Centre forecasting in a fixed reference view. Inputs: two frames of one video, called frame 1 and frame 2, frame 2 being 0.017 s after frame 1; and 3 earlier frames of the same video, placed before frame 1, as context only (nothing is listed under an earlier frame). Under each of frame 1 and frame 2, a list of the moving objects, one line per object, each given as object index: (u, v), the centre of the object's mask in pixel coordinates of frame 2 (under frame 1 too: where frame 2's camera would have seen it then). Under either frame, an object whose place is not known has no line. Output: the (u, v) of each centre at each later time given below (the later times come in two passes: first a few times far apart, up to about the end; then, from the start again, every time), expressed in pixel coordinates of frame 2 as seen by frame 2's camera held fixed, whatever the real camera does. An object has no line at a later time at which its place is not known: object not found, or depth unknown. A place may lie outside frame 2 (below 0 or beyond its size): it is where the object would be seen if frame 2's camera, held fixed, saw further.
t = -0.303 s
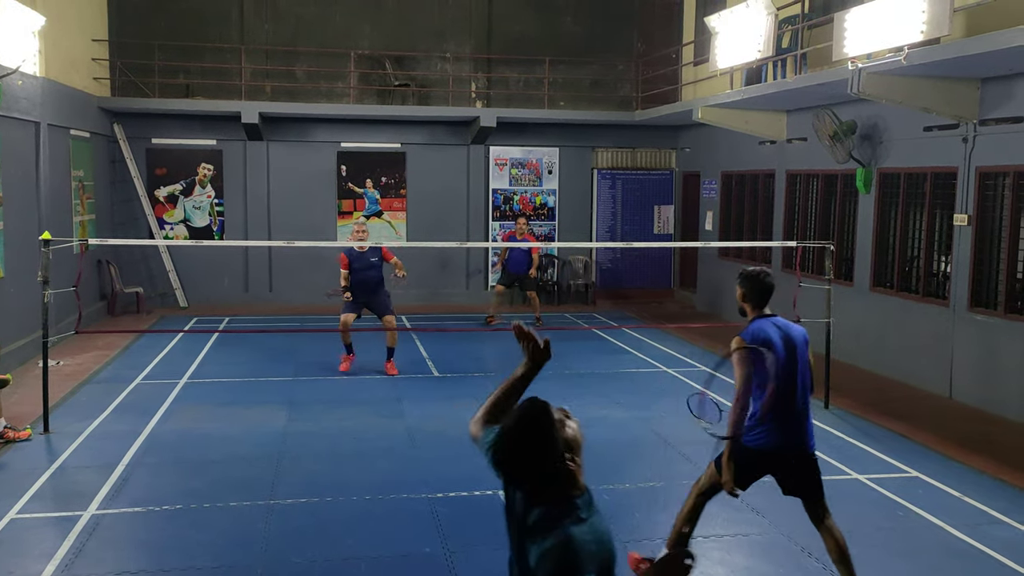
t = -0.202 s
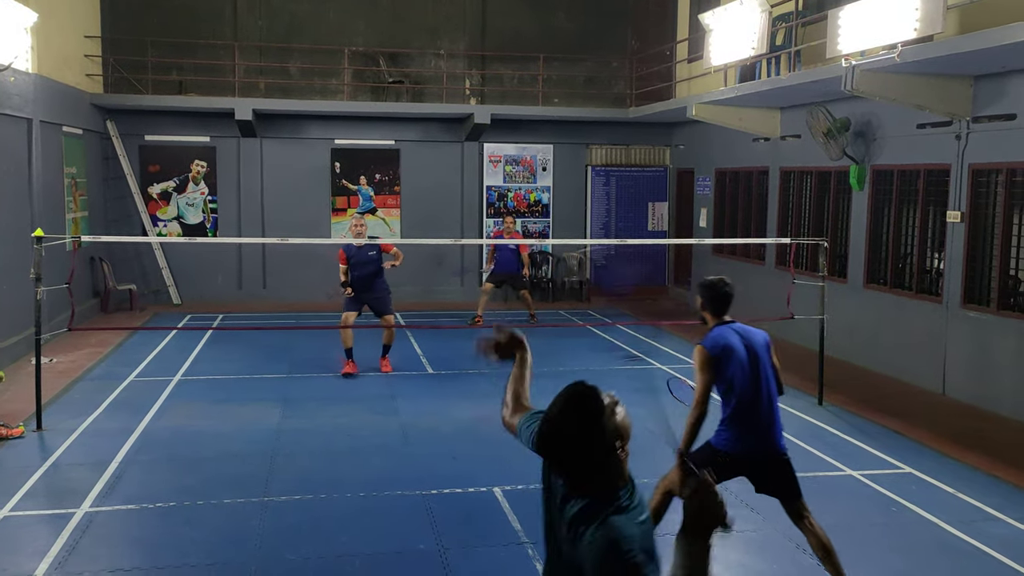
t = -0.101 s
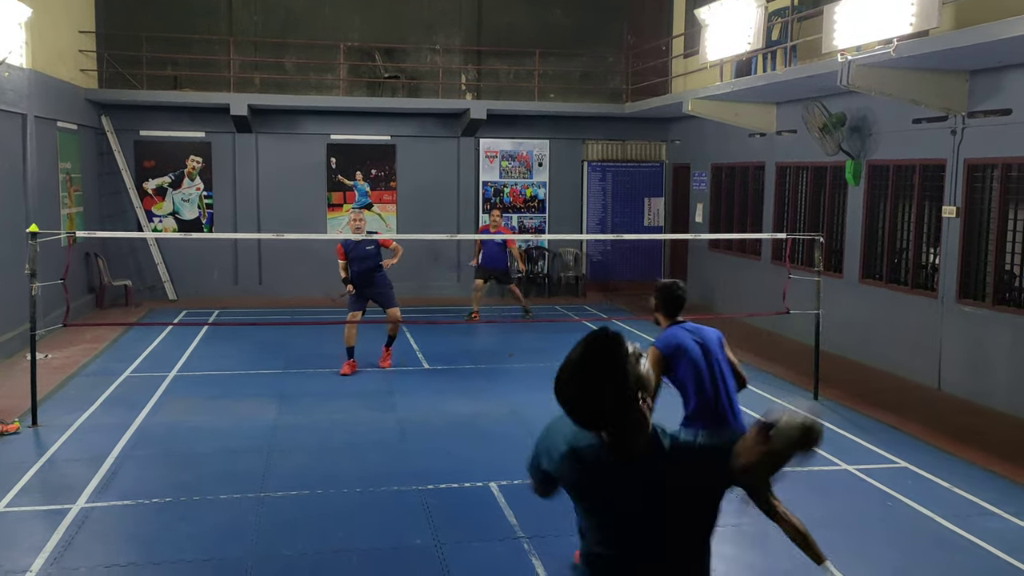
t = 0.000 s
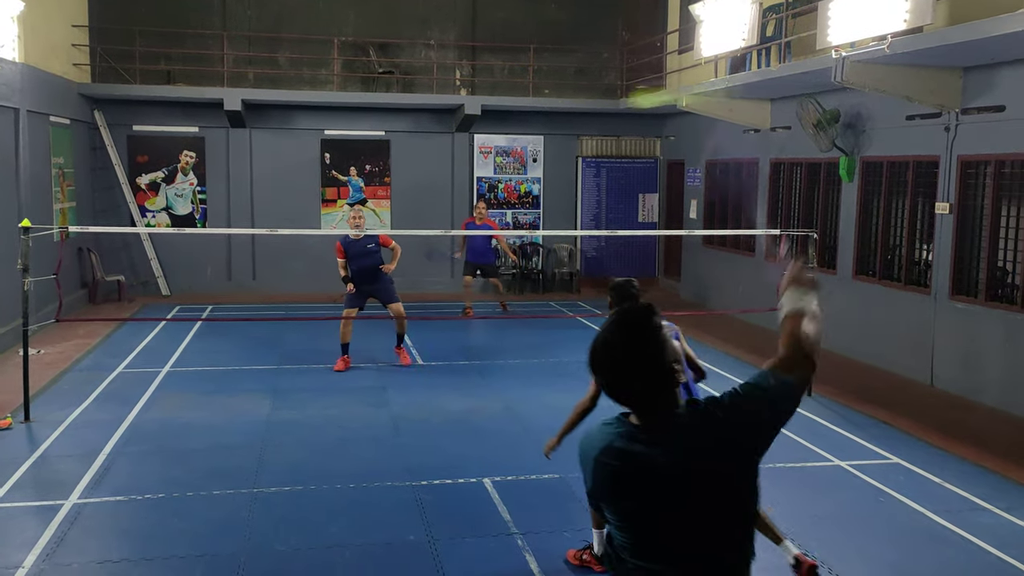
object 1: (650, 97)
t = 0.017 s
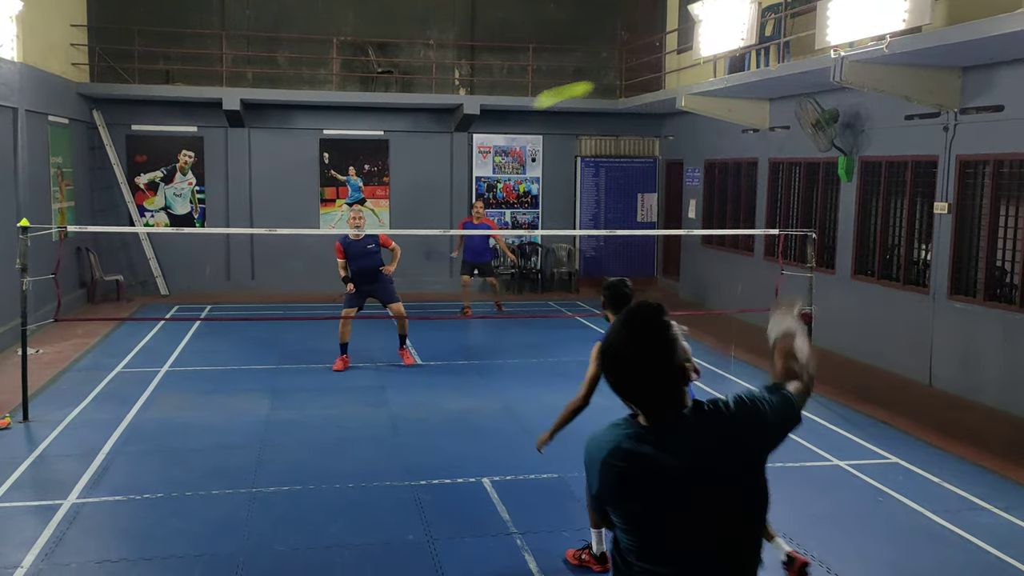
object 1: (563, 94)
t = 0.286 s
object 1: (301, 174)
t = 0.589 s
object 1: (269, 233)
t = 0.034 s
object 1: (495, 117)
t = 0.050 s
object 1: (449, 121)
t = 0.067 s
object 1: (419, 129)
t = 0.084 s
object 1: (396, 135)
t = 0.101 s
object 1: (378, 140)
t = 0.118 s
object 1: (364, 143)
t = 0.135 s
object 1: (353, 147)
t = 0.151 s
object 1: (343, 151)
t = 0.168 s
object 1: (335, 154)
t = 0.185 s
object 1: (328, 157)
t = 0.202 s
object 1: (322, 160)
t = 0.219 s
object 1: (316, 163)
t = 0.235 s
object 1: (312, 166)
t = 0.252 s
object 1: (308, 168)
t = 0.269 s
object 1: (304, 171)
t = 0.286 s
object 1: (301, 174)
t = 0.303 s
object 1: (298, 177)
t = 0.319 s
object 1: (295, 180)
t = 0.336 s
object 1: (292, 183)
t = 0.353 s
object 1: (290, 185)
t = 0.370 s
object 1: (287, 189)
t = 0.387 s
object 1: (285, 192)
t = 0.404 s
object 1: (283, 195)
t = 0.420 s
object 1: (281, 198)
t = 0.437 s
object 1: (280, 201)
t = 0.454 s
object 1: (278, 204)
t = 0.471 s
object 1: (277, 208)
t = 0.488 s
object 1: (275, 211)
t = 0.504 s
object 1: (274, 214)
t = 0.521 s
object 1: (273, 218)
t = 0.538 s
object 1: (272, 222)
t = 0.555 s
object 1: (271, 225)
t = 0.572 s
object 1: (270, 227)
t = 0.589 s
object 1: (269, 233)
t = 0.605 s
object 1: (268, 236)
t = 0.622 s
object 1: (267, 240)
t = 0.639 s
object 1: (266, 244)
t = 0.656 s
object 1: (266, 248)
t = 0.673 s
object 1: (265, 252)
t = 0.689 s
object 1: (265, 257)
